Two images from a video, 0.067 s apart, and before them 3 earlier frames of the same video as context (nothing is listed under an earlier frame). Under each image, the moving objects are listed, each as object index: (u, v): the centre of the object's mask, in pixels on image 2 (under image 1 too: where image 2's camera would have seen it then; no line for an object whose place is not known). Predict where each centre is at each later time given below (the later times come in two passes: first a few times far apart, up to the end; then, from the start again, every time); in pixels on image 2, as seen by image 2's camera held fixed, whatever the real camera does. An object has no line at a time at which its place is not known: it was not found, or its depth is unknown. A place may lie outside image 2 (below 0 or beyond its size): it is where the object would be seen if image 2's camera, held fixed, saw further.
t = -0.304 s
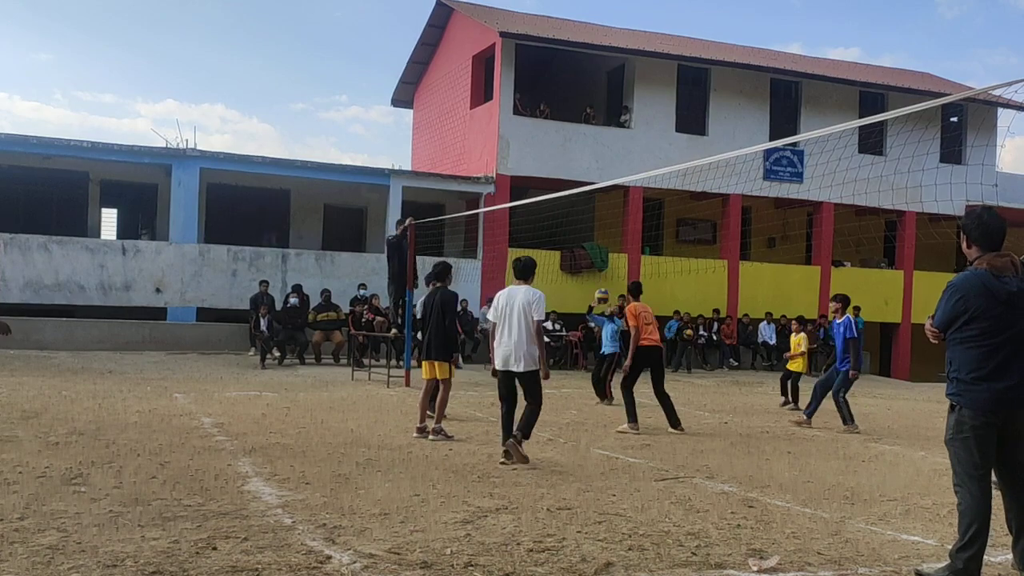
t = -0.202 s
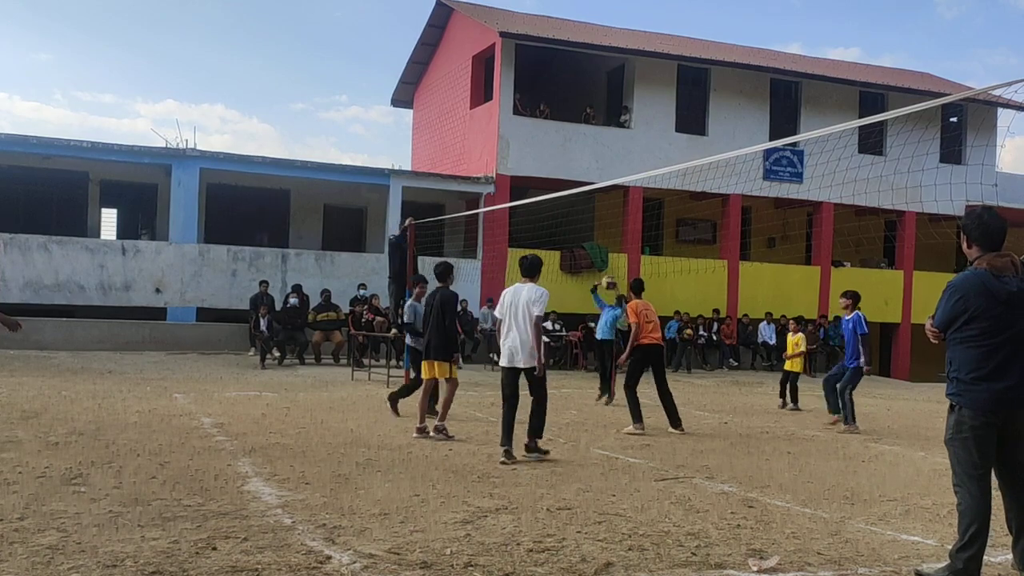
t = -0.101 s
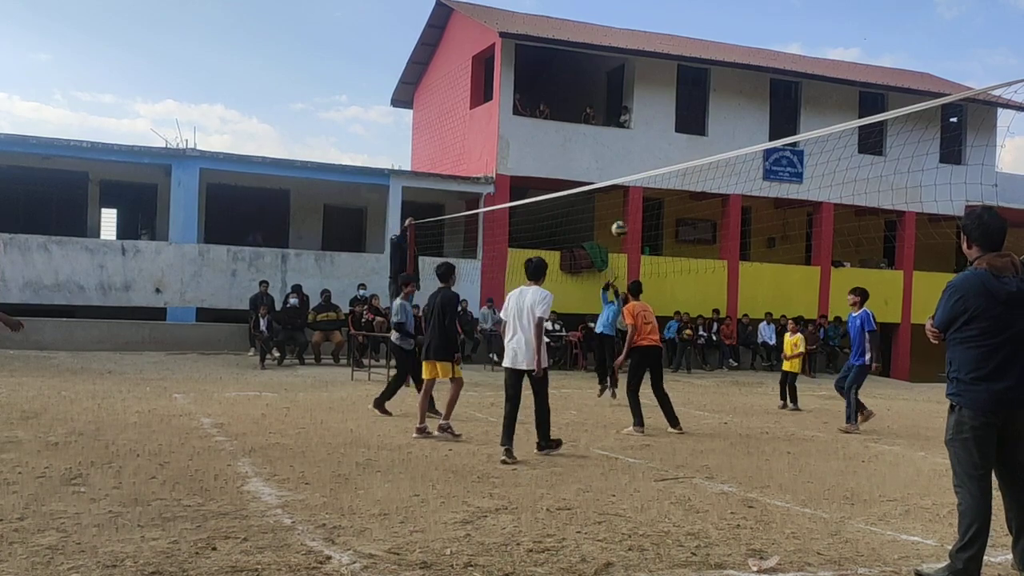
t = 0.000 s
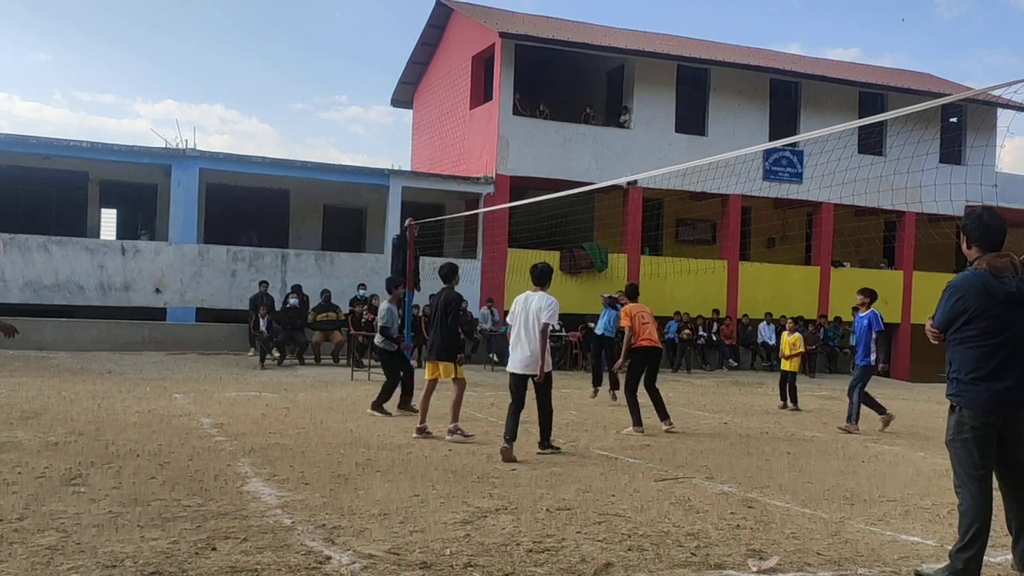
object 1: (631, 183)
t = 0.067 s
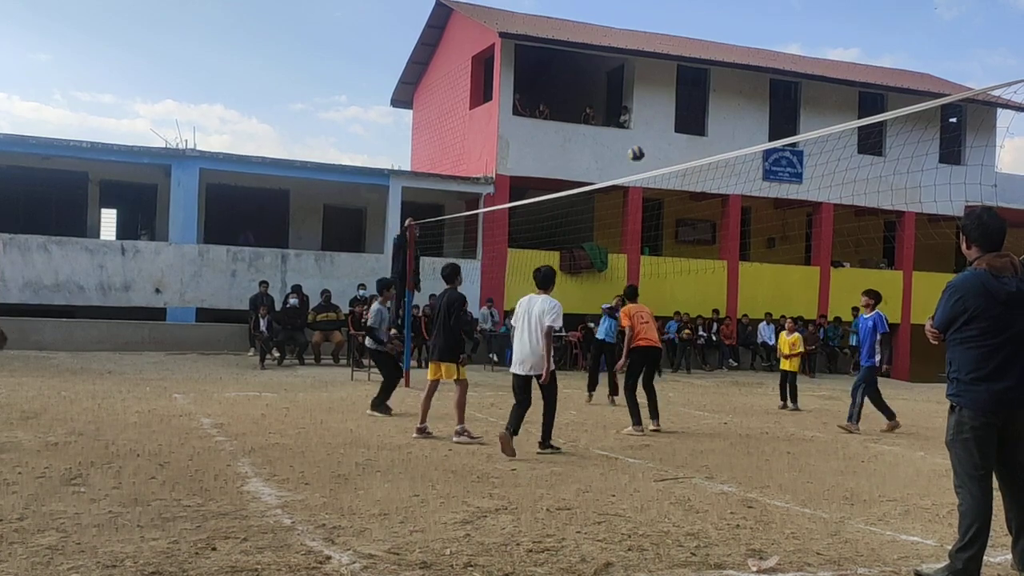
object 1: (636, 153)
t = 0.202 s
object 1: (650, 104)
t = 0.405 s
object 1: (671, 54)
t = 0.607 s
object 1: (694, 33)
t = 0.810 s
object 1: (718, 51)
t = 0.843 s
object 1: (722, 56)
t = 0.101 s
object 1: (640, 140)
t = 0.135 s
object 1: (644, 128)
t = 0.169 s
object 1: (647, 116)
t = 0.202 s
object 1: (650, 104)
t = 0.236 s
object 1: (653, 94)
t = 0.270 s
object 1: (656, 84)
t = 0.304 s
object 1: (660, 75)
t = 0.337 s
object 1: (663, 66)
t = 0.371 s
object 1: (667, 60)
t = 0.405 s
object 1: (671, 54)
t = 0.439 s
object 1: (675, 48)
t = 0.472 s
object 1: (679, 43)
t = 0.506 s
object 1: (683, 39)
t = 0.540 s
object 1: (686, 36)
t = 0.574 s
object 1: (690, 34)
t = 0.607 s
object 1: (694, 33)
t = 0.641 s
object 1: (698, 33)
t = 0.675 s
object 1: (702, 34)
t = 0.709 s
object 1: (706, 37)
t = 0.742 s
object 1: (710, 40)
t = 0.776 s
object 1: (714, 45)
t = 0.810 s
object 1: (718, 51)
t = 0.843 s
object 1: (722, 56)
